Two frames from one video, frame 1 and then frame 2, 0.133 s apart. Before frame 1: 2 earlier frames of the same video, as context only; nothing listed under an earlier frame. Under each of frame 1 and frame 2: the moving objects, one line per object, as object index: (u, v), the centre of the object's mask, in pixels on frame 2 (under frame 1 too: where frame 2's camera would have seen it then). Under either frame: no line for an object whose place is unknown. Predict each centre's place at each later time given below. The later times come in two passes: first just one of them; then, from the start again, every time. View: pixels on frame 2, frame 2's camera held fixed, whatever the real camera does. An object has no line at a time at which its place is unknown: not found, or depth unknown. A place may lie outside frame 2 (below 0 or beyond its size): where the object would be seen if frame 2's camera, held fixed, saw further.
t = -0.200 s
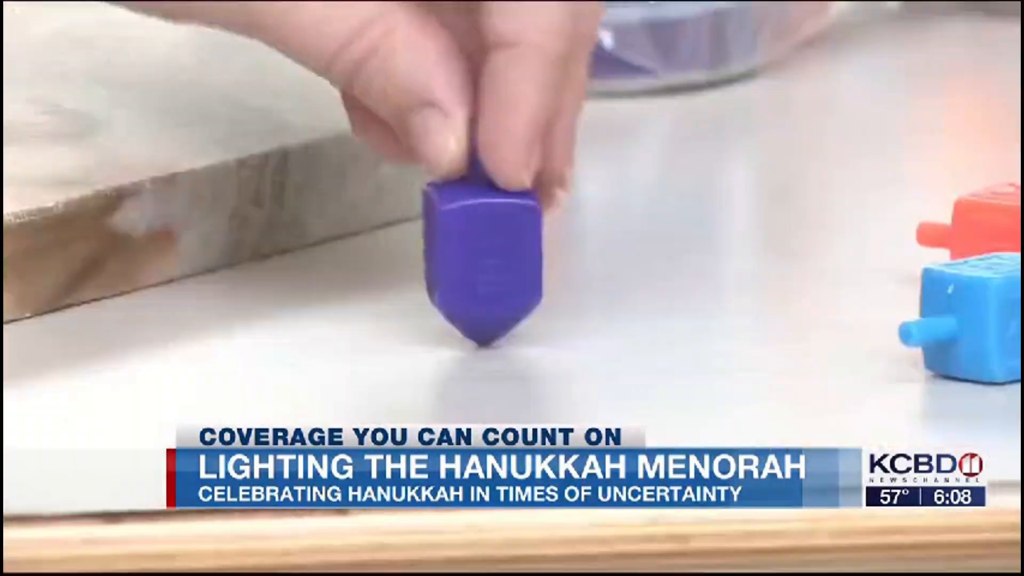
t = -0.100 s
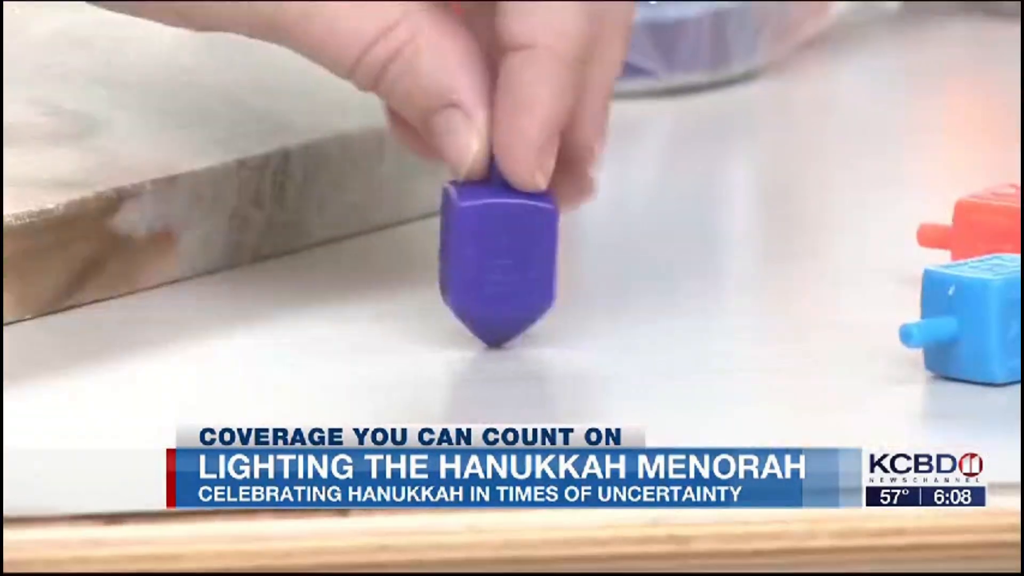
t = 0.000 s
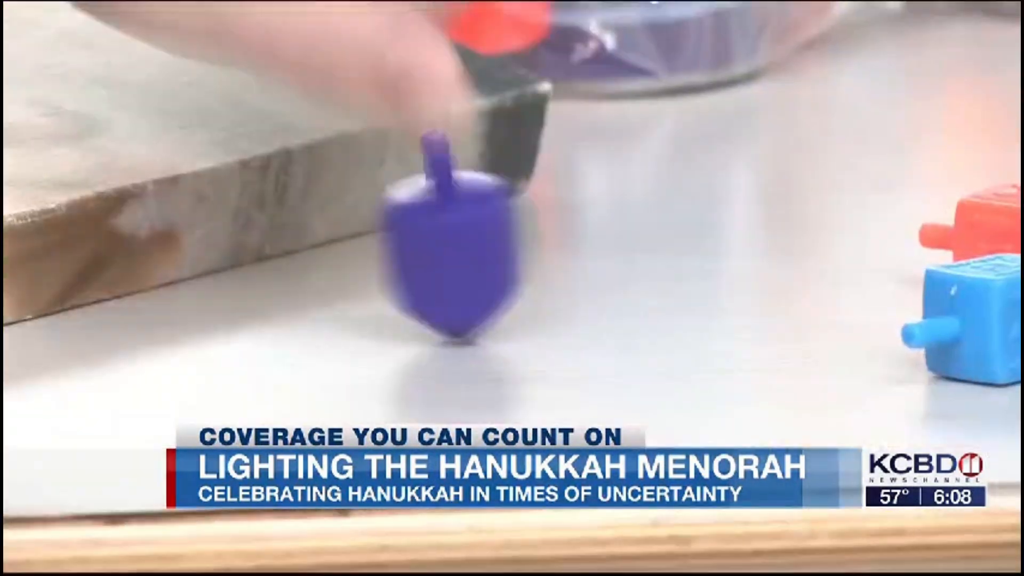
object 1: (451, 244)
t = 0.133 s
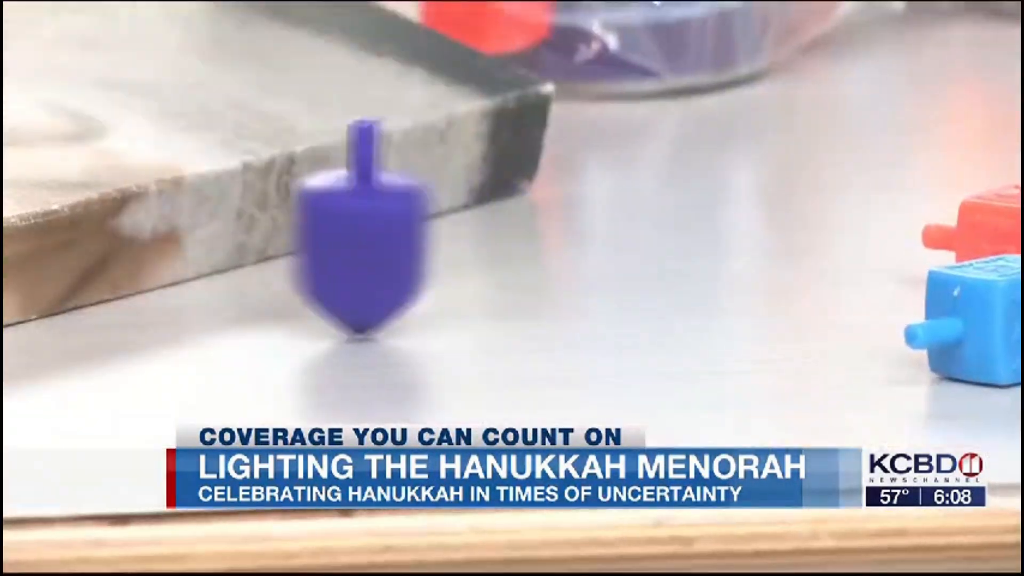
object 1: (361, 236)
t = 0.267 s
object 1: (302, 247)
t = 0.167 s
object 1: (342, 238)
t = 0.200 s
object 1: (324, 242)
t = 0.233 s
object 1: (312, 245)
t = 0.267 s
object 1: (302, 247)
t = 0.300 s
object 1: (296, 250)
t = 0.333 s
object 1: (291, 254)
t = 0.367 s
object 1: (290, 256)
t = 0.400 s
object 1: (295, 257)
